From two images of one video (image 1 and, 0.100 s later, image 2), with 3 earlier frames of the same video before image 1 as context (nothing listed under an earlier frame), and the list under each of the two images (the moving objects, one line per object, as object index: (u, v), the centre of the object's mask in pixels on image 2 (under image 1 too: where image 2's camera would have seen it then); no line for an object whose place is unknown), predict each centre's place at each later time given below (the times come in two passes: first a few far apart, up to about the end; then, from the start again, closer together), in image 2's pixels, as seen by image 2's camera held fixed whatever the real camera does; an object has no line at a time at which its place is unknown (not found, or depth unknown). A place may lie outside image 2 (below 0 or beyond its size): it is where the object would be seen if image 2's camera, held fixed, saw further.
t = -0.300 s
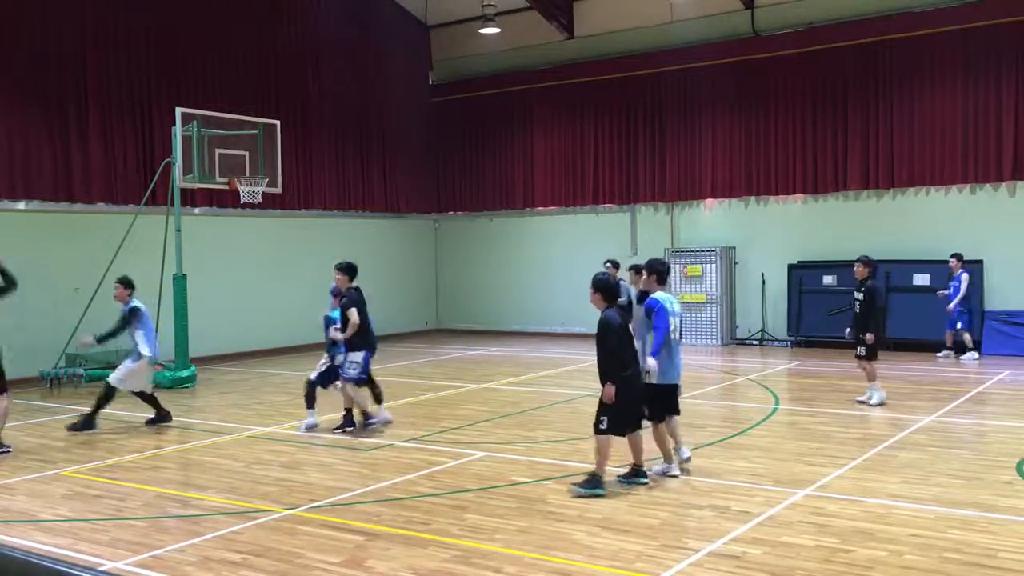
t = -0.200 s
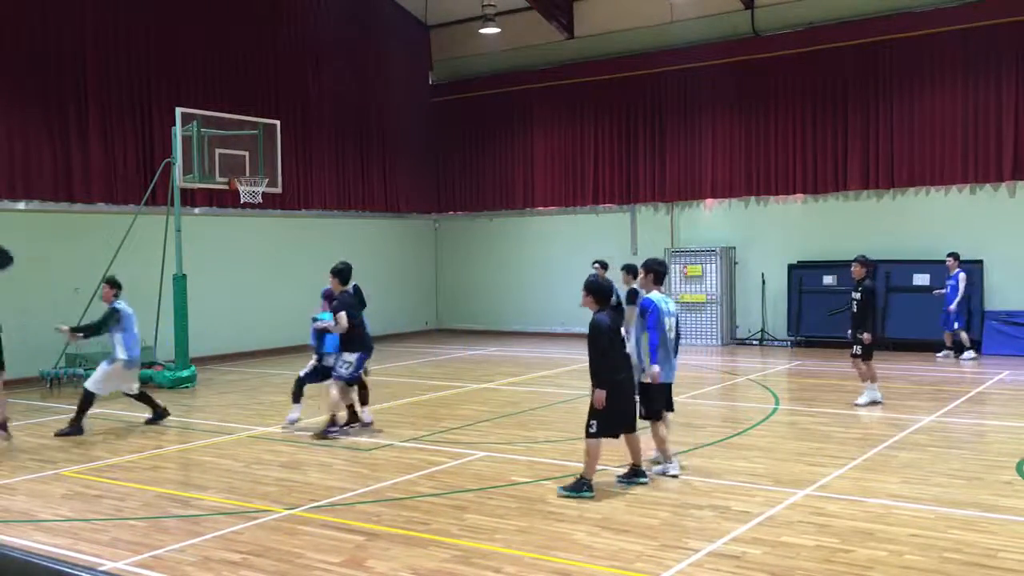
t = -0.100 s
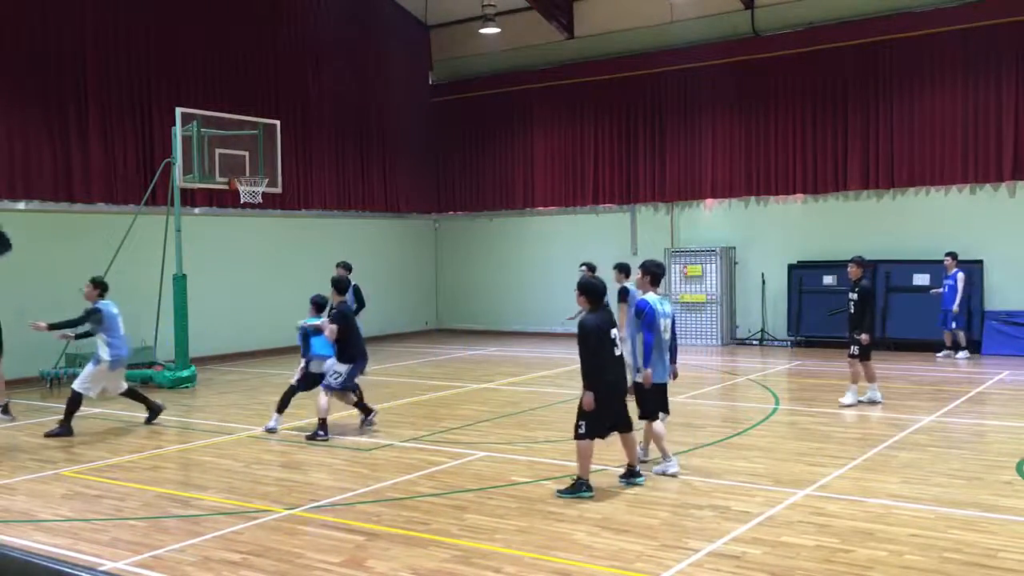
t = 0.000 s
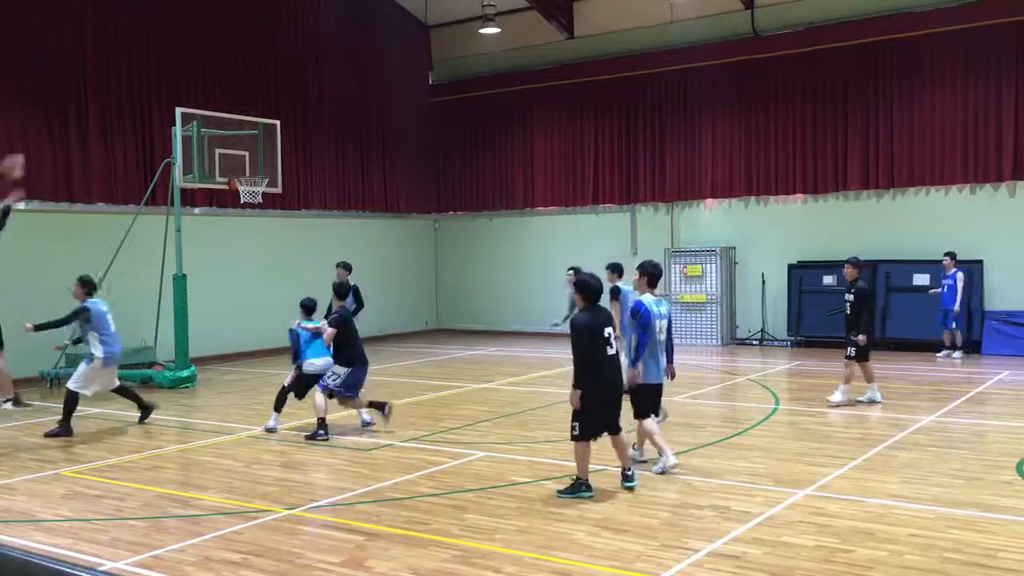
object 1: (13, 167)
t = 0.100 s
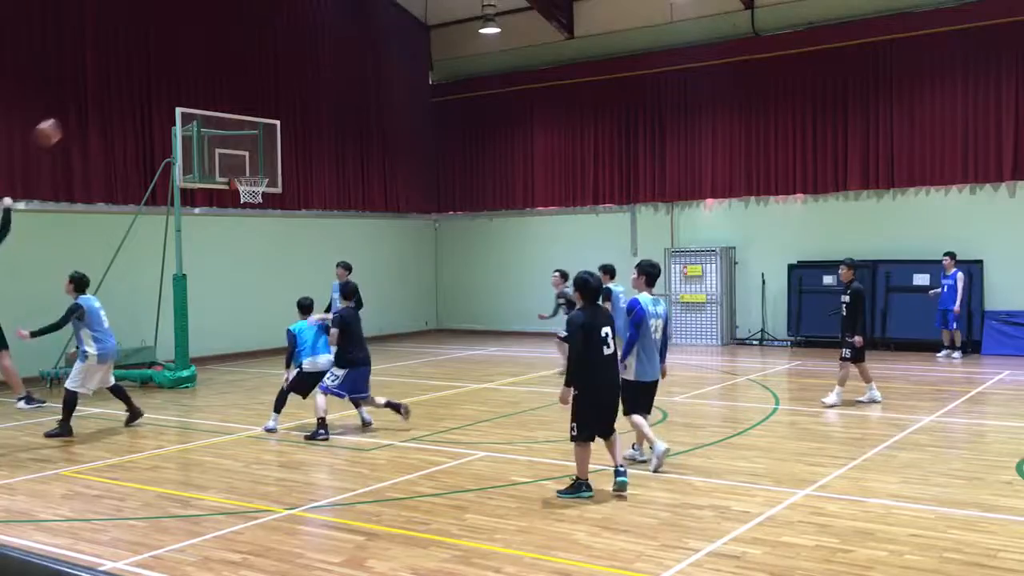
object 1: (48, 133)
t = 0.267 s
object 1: (100, 98)
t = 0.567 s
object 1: (180, 98)
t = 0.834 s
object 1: (240, 149)
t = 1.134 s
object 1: (262, 122)
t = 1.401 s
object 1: (271, 111)
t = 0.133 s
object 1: (59, 123)
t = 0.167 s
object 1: (70, 115)
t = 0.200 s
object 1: (80, 108)
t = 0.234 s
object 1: (90, 103)
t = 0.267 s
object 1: (100, 98)
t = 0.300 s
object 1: (110, 94)
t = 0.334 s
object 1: (119, 92)
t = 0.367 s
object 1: (128, 91)
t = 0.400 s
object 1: (138, 90)
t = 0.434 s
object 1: (146, 90)
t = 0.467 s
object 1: (155, 91)
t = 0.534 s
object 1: (172, 96)
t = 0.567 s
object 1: (180, 98)
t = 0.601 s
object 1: (189, 103)
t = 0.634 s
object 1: (196, 107)
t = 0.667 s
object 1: (205, 114)
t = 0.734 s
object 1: (219, 127)
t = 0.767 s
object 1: (225, 134)
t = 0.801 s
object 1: (233, 142)
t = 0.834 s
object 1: (240, 149)
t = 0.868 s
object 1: (249, 161)
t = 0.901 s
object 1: (254, 169)
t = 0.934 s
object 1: (256, 164)
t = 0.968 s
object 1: (257, 154)
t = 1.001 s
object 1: (258, 146)
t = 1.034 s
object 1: (259, 139)
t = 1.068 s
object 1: (260, 133)
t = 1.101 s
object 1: (261, 128)
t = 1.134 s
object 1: (262, 122)
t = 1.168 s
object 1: (263, 118)
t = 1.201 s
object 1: (263, 115)
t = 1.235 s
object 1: (265, 112)
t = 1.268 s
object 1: (266, 111)
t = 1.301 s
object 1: (267, 110)
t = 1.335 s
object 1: (269, 109)
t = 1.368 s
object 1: (270, 109)
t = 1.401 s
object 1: (271, 111)
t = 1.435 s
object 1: (272, 112)
